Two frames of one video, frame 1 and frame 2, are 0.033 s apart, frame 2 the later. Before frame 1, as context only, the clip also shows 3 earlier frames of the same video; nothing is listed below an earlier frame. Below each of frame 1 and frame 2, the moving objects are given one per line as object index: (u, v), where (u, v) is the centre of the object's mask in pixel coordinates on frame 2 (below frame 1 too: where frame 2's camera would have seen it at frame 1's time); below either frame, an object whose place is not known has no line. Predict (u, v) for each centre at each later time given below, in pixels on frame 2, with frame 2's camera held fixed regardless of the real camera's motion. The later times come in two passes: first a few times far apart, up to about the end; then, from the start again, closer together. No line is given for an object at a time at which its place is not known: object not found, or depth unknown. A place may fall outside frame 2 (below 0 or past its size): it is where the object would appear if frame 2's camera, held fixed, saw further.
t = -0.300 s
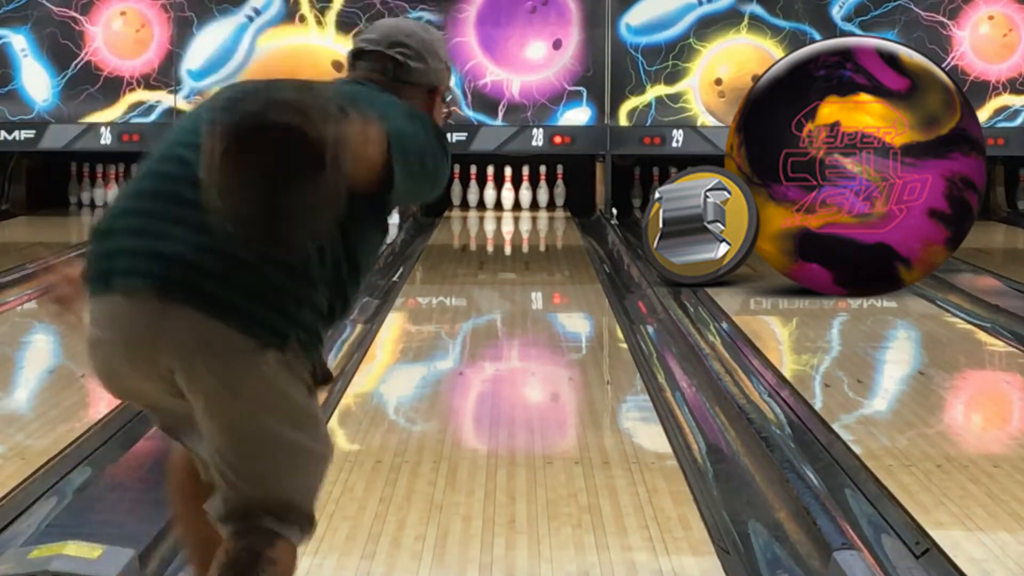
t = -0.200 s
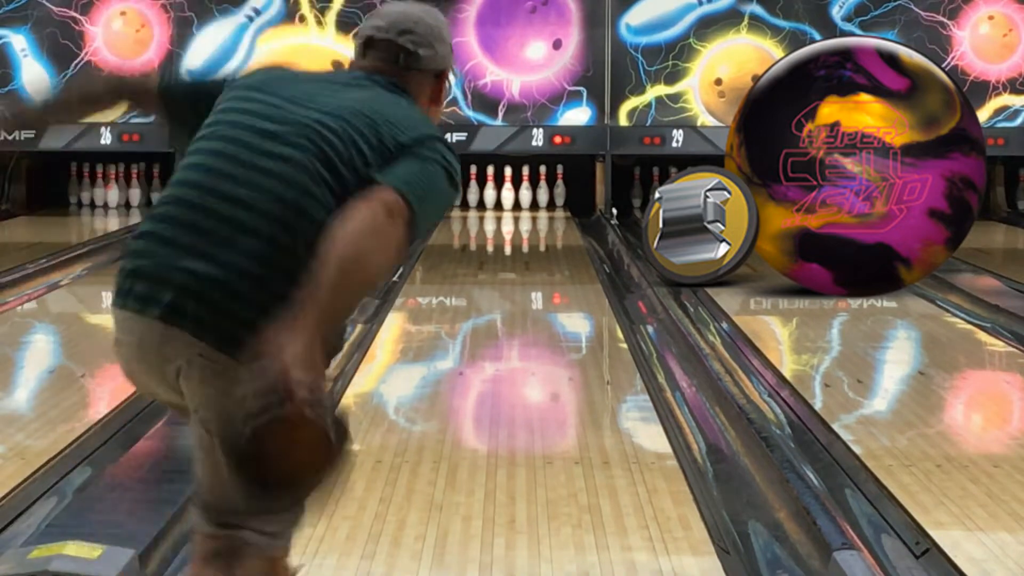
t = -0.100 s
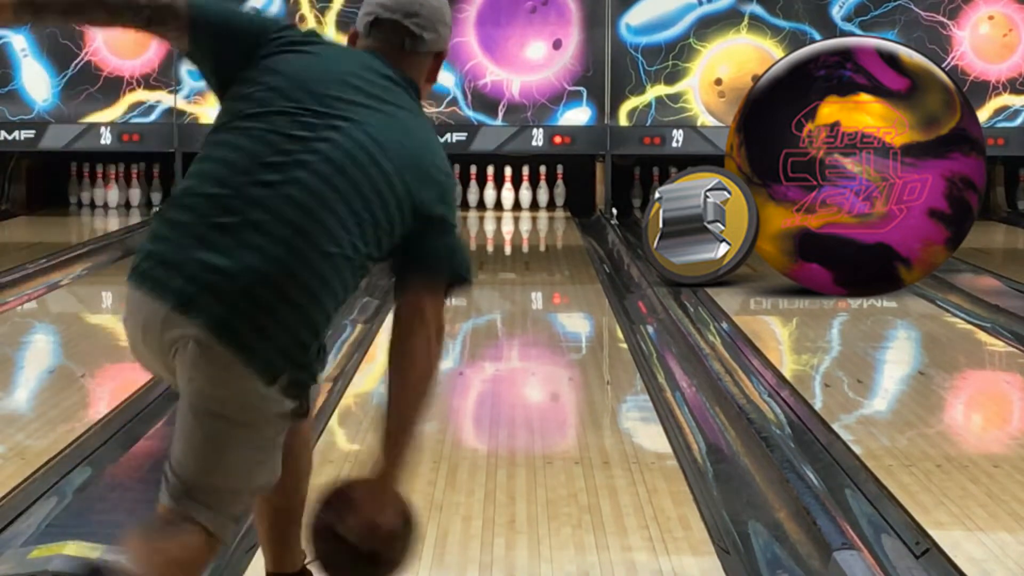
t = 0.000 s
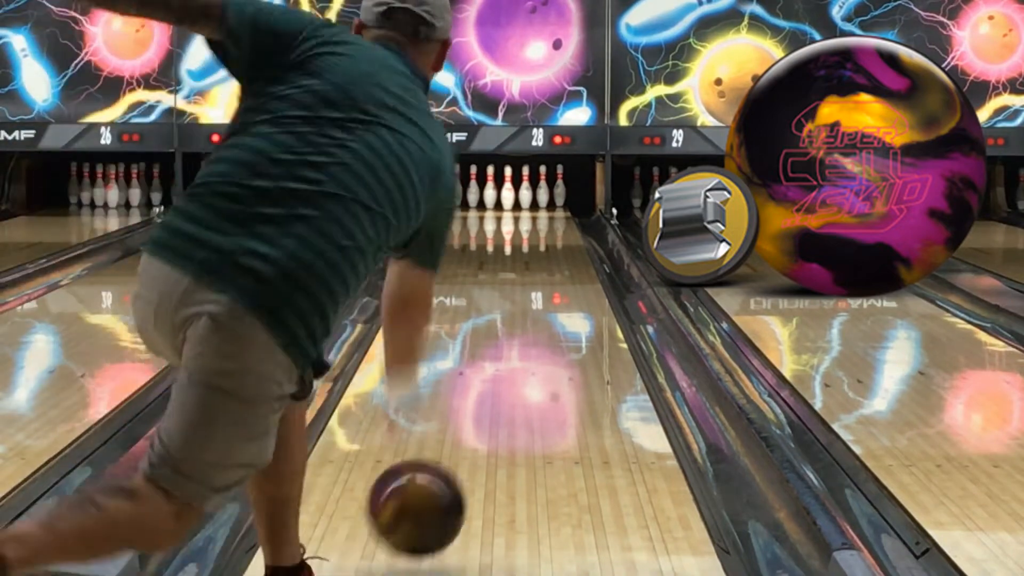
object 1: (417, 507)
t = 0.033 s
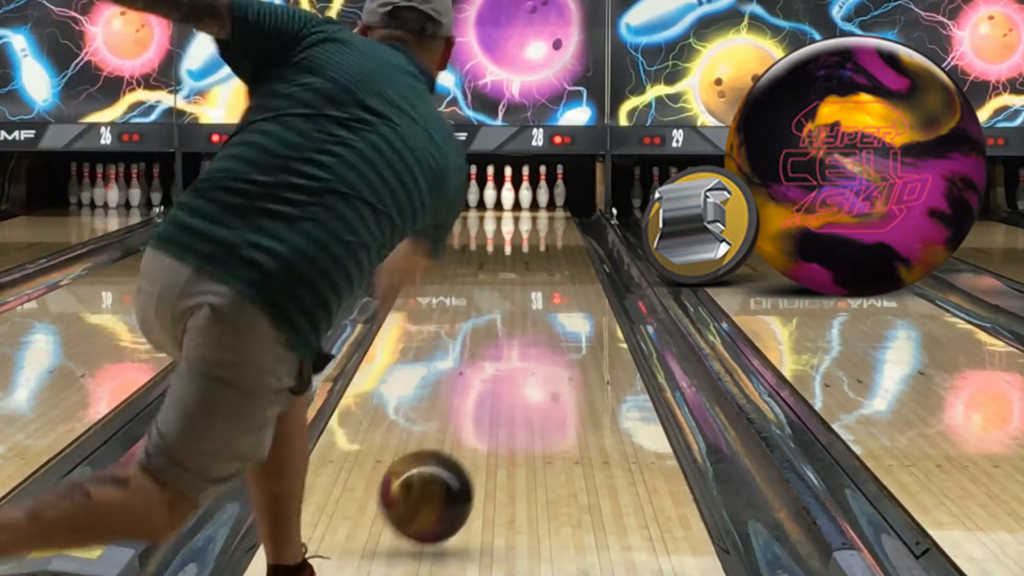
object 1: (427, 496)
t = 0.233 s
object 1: (466, 435)
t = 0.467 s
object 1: (502, 367)
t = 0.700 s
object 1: (525, 322)
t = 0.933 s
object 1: (541, 289)
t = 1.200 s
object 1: (552, 261)
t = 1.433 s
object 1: (558, 242)
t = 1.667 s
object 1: (559, 228)
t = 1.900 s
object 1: (552, 216)
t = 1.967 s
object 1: (548, 213)
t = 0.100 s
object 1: (435, 490)
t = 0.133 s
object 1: (444, 475)
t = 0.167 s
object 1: (452, 462)
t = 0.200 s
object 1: (459, 448)
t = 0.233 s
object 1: (466, 435)
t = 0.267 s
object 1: (472, 424)
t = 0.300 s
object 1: (477, 413)
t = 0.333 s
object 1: (483, 402)
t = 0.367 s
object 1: (488, 393)
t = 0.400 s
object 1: (493, 384)
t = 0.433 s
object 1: (497, 375)
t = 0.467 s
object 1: (502, 367)
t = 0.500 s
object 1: (506, 359)
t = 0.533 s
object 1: (510, 352)
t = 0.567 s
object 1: (513, 345)
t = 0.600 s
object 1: (516, 339)
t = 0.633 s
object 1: (519, 333)
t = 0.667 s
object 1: (522, 327)
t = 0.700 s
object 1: (525, 322)
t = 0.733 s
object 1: (527, 317)
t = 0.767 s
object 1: (530, 311)
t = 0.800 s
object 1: (532, 306)
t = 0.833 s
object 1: (535, 302)
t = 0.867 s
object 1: (537, 297)
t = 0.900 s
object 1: (539, 293)
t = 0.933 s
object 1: (541, 289)
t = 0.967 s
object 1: (543, 285)
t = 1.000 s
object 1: (548, 284)
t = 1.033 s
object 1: (547, 277)
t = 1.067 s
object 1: (547, 274)
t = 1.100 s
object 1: (548, 271)
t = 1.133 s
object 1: (549, 267)
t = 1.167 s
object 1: (551, 264)
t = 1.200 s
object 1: (552, 261)
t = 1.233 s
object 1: (553, 257)
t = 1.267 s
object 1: (554, 254)
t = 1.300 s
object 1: (555, 252)
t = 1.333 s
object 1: (556, 249)
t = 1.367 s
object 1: (557, 246)
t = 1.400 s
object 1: (558, 244)
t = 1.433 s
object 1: (558, 242)
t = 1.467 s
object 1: (559, 240)
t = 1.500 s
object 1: (559, 238)
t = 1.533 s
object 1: (559, 235)
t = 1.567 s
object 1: (560, 233)
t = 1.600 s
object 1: (560, 232)
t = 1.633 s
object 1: (560, 229)
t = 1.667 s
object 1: (559, 228)
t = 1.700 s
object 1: (559, 225)
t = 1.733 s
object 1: (558, 224)
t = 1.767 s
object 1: (557, 222)
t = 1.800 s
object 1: (556, 220)
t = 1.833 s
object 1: (555, 219)
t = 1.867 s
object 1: (553, 217)
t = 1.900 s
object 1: (552, 216)
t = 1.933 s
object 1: (550, 214)
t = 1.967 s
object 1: (548, 213)
